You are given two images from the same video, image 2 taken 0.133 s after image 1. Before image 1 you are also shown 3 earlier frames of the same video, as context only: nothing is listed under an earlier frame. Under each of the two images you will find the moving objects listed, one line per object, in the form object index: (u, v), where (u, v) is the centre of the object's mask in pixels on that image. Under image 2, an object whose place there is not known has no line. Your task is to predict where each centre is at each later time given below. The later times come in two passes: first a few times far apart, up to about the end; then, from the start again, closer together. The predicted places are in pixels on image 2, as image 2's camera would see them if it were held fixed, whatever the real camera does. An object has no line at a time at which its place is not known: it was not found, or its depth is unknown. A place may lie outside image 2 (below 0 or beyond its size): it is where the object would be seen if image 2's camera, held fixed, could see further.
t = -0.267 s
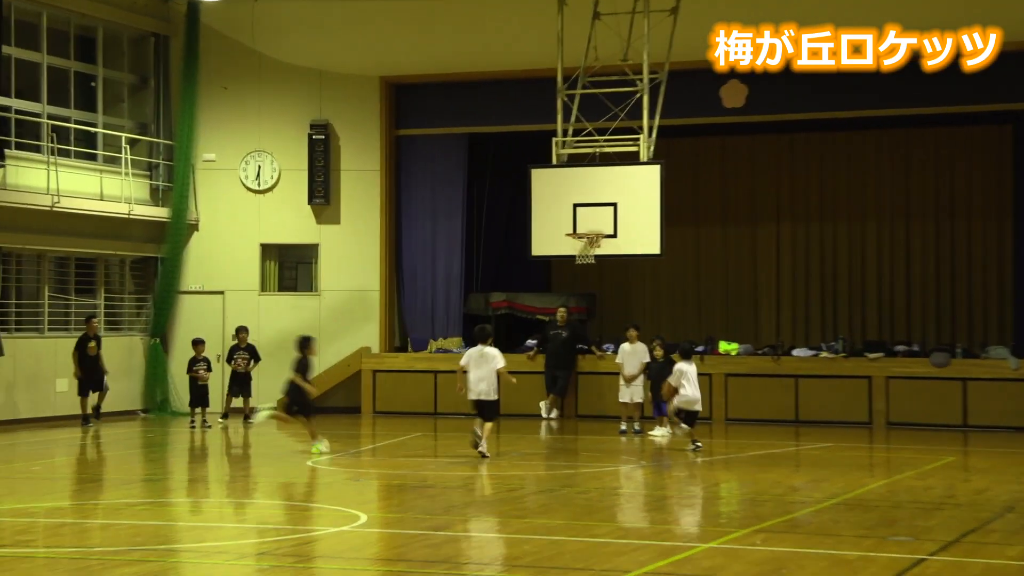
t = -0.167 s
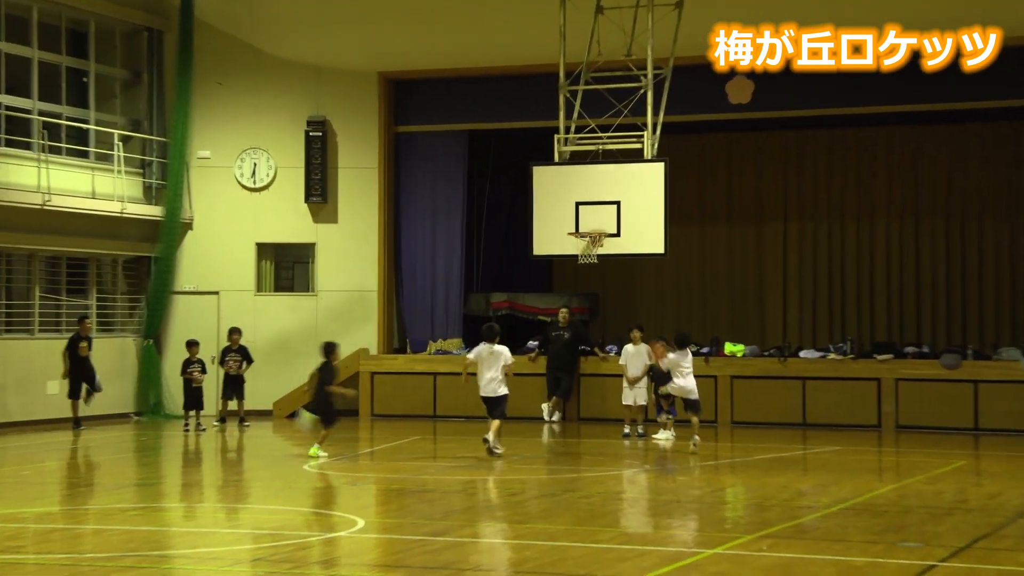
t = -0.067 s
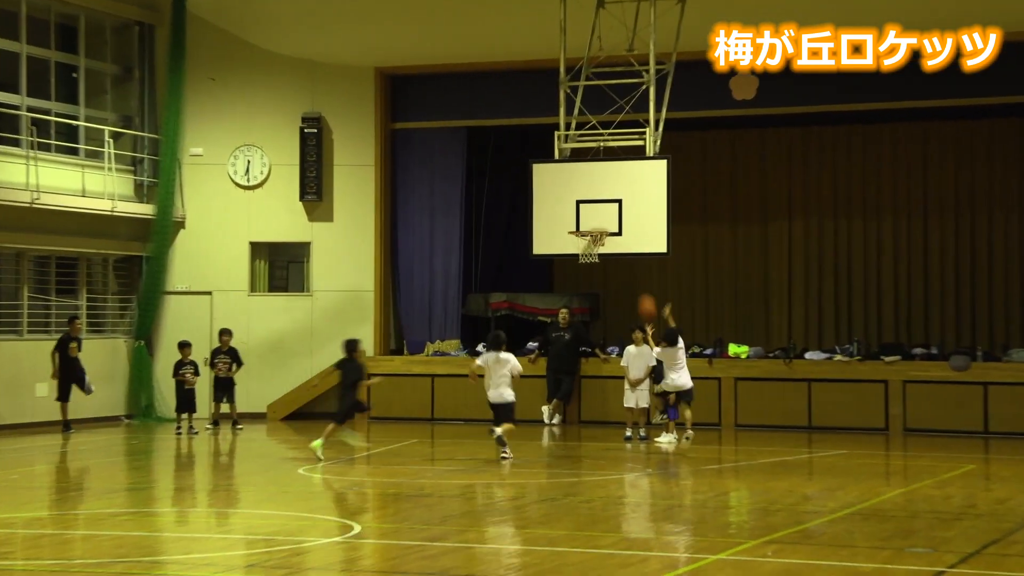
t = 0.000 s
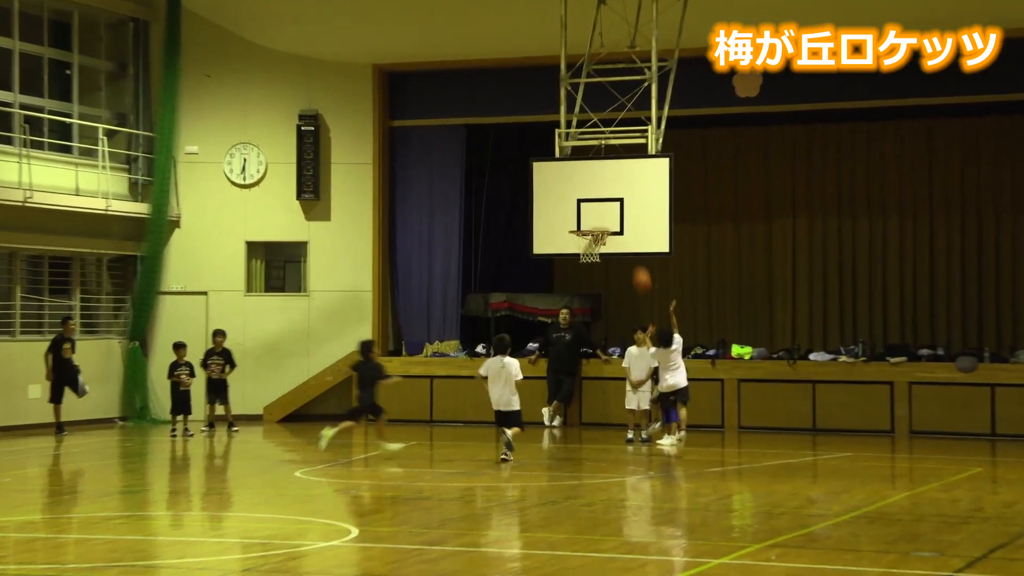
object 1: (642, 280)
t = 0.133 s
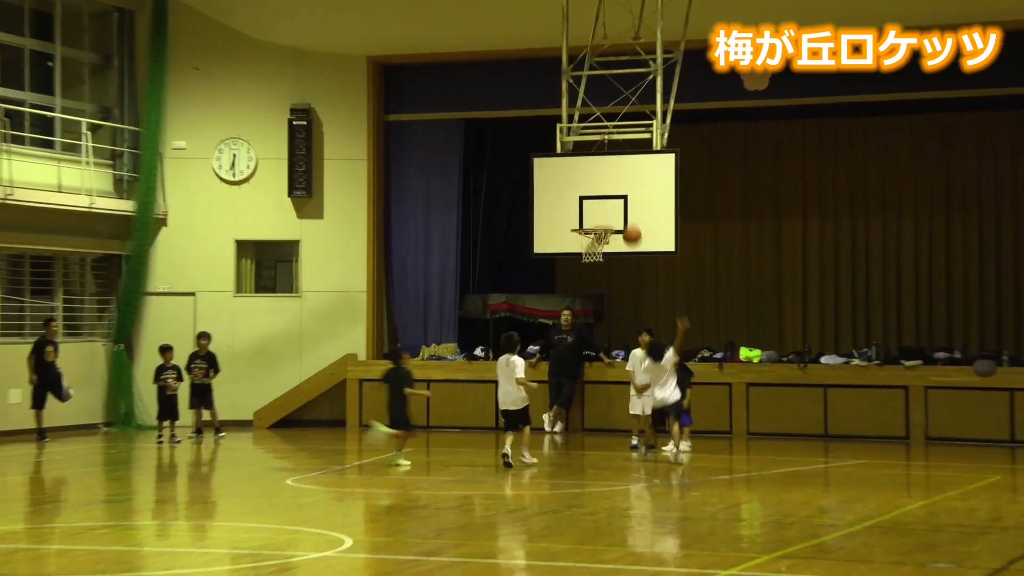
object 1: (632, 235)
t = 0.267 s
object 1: (618, 207)
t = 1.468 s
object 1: (586, 256)
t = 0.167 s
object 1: (628, 226)
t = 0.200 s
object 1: (625, 219)
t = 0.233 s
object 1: (622, 213)
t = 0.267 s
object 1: (618, 207)
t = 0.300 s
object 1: (615, 202)
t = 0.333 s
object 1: (611, 199)
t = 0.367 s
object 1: (608, 196)
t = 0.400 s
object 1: (605, 194)
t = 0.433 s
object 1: (602, 193)
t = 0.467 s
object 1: (599, 194)
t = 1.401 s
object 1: (589, 245)
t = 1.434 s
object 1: (587, 250)
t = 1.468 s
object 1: (586, 256)
